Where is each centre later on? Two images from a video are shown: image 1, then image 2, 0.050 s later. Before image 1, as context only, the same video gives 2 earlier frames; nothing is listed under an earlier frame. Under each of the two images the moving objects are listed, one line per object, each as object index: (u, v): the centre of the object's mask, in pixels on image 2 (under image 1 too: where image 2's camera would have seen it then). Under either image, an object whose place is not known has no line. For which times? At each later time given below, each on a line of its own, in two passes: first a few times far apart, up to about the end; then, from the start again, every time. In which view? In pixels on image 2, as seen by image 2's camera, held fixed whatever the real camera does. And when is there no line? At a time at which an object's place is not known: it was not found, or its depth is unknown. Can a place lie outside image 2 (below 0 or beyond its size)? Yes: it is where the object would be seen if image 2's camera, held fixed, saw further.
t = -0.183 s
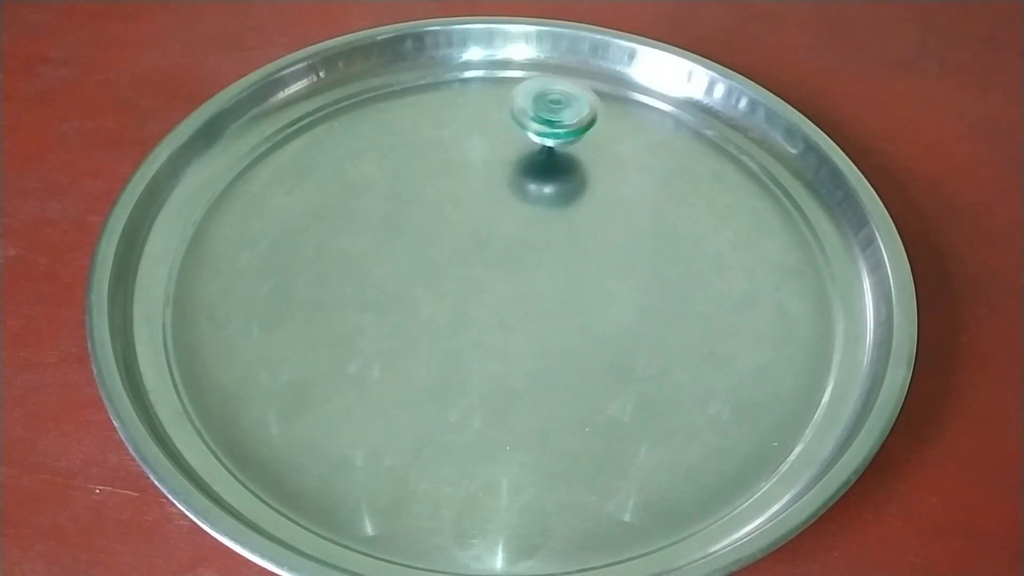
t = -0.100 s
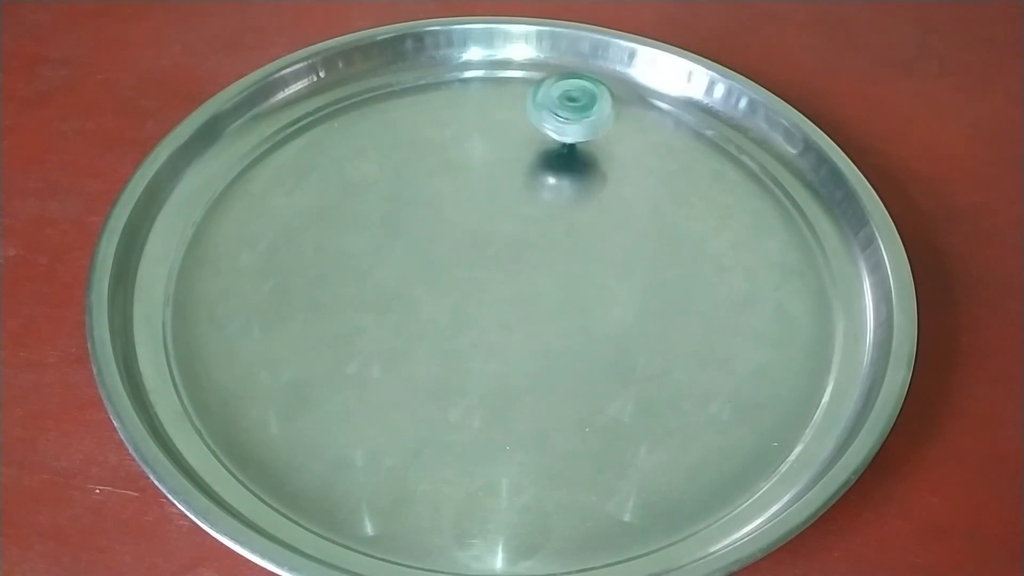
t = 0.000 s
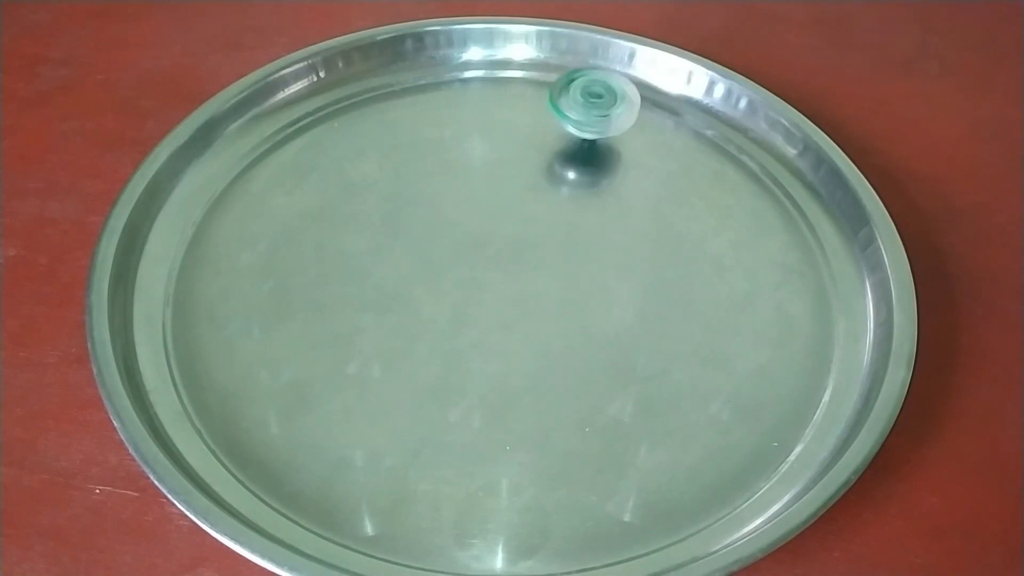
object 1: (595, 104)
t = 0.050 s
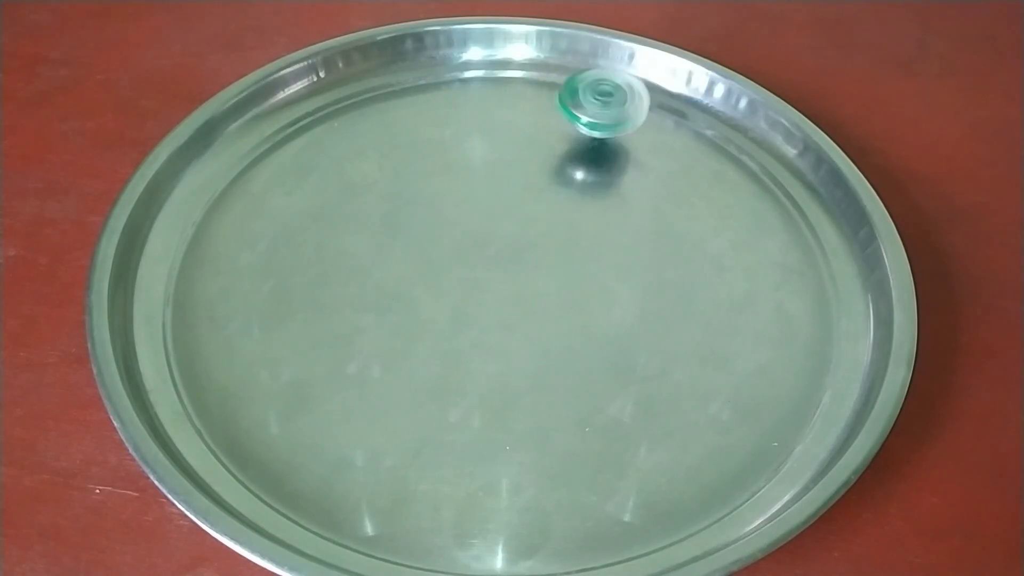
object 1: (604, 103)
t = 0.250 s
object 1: (637, 105)
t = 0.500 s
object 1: (671, 130)
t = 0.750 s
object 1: (683, 172)
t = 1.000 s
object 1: (693, 224)
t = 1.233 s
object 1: (694, 267)
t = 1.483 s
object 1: (696, 310)
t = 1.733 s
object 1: (704, 347)
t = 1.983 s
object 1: (723, 363)
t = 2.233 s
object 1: (727, 350)
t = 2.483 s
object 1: (712, 320)
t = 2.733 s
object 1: (702, 298)
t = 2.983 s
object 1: (722, 278)
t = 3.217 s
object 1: (752, 254)
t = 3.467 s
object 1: (781, 225)
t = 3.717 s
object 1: (784, 196)
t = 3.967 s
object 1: (753, 171)
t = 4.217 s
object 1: (703, 155)
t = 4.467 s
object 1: (660, 140)
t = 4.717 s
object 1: (627, 120)
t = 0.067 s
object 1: (605, 102)
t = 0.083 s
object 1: (609, 101)
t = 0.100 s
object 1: (613, 102)
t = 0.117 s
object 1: (615, 102)
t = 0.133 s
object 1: (617, 101)
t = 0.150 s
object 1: (621, 102)
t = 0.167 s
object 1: (624, 103)
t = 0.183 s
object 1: (625, 101)
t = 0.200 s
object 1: (629, 103)
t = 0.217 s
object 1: (633, 104)
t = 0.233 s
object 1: (633, 104)
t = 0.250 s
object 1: (637, 105)
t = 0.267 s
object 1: (641, 107)
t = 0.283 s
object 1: (643, 107)
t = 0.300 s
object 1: (644, 107)
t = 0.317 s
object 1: (649, 109)
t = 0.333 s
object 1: (651, 111)
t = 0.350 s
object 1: (652, 112)
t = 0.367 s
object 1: (655, 113)
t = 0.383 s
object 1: (659, 117)
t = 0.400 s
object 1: (658, 118)
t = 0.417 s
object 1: (661, 119)
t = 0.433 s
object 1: (665, 122)
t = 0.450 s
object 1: (665, 124)
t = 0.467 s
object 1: (666, 125)
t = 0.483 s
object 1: (669, 127)
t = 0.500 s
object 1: (671, 130)
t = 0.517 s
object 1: (671, 132)
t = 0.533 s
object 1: (674, 133)
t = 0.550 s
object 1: (676, 137)
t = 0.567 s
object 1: (675, 140)
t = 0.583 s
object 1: (675, 141)
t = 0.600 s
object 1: (679, 145)
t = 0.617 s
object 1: (679, 149)
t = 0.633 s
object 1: (677, 150)
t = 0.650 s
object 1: (680, 153)
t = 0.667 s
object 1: (682, 158)
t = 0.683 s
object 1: (679, 160)
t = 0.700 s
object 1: (681, 161)
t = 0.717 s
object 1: (684, 166)
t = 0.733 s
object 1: (683, 170)
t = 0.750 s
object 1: (683, 172)
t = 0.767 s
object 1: (686, 176)
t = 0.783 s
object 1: (687, 180)
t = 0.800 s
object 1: (685, 184)
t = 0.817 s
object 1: (689, 186)
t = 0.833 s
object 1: (689, 190)
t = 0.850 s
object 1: (686, 195)
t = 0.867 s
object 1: (690, 197)
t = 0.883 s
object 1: (691, 201)
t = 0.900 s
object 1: (691, 205)
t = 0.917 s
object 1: (691, 208)
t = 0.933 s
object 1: (693, 211)
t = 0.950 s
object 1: (693, 215)
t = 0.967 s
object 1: (691, 218)
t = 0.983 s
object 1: (693, 221)
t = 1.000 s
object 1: (693, 224)
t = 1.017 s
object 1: (693, 228)
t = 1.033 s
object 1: (693, 231)
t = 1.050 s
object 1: (695, 234)
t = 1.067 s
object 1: (694, 237)
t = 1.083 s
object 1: (693, 240)
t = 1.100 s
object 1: (695, 242)
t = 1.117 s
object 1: (694, 246)
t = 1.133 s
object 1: (694, 250)
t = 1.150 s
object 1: (695, 252)
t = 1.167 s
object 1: (696, 255)
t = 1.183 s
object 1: (695, 259)
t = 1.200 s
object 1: (693, 261)
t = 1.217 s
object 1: (695, 263)
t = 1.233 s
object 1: (694, 267)
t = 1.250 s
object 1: (693, 271)
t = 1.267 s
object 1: (694, 272)
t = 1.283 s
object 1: (696, 275)
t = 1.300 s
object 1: (695, 280)
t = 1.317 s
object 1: (694, 282)
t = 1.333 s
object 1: (695, 283)
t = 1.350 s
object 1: (695, 287)
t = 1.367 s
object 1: (694, 291)
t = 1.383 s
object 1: (695, 292)
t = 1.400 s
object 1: (696, 295)
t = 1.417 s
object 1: (696, 299)
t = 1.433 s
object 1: (694, 301)
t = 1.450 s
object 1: (696, 303)
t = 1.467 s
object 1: (695, 306)
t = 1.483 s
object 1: (696, 310)
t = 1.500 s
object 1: (696, 312)
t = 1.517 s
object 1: (698, 314)
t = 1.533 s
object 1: (697, 318)
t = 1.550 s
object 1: (695, 320)
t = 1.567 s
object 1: (698, 322)
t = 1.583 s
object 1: (698, 325)
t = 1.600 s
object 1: (699, 329)
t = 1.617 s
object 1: (699, 330)
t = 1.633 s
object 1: (701, 332)
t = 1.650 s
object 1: (700, 334)
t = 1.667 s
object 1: (699, 338)
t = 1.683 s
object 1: (702, 339)
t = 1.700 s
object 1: (703, 341)
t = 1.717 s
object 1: (704, 346)
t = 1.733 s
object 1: (704, 347)
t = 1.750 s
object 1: (706, 349)
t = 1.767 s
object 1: (707, 351)
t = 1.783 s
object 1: (707, 354)
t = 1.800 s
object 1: (709, 354)
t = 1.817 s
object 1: (711, 355)
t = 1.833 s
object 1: (713, 358)
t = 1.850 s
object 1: (712, 359)
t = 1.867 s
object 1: (714, 359)
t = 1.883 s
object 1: (716, 360)
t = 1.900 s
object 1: (718, 362)
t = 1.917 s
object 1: (719, 362)
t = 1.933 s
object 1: (720, 362)
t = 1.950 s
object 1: (720, 361)
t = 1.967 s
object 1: (721, 363)
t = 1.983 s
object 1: (723, 363)
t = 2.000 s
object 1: (724, 362)
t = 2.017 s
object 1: (724, 363)
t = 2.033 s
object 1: (724, 362)
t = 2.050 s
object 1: (727, 363)
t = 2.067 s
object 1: (726, 363)
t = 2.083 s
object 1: (726, 364)
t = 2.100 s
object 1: (726, 362)
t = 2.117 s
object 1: (727, 360)
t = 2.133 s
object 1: (727, 360)
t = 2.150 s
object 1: (726, 359)
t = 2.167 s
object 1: (727, 357)
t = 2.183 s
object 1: (728, 355)
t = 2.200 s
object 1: (728, 355)
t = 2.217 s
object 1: (726, 353)
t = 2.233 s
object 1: (727, 350)
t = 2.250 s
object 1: (725, 348)
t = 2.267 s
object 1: (726, 347)
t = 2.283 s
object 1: (724, 344)
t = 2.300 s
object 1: (724, 342)
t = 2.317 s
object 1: (722, 340)
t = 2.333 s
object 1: (722, 339)
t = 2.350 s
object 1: (721, 336)
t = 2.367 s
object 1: (721, 334)
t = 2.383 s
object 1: (720, 333)
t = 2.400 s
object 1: (716, 330)
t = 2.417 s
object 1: (716, 328)
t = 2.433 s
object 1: (715, 326)
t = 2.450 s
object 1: (715, 325)
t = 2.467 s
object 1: (712, 323)
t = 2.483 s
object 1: (712, 320)
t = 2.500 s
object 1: (710, 319)
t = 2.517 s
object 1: (710, 318)
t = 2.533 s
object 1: (708, 315)
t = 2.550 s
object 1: (708, 314)
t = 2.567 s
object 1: (706, 312)
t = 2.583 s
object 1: (703, 311)
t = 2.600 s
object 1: (705, 309)
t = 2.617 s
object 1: (705, 308)
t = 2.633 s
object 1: (704, 307)
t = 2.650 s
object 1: (702, 305)
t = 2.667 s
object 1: (703, 303)
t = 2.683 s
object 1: (702, 303)
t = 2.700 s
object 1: (702, 302)
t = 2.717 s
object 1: (702, 300)
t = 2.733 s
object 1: (702, 298)
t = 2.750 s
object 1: (702, 297)
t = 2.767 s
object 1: (702, 297)
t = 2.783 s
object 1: (704, 294)
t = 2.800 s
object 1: (705, 293)
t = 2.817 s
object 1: (705, 292)
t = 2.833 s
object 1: (706, 291)
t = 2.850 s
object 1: (708, 289)
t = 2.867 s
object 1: (710, 288)
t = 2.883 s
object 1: (711, 287)
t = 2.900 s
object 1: (711, 285)
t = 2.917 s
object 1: (715, 284)
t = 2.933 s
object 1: (716, 282)
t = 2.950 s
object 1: (718, 282)
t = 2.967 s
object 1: (720, 280)
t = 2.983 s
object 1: (722, 278)
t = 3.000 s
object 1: (724, 277)
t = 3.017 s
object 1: (727, 276)
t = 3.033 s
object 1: (728, 274)
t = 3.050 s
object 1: (731, 272)
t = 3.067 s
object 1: (733, 270)
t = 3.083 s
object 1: (736, 269)
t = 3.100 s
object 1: (737, 267)
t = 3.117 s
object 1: (740, 265)
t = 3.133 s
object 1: (744, 264)
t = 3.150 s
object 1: (744, 262)
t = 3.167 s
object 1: (746, 260)
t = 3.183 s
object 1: (749, 257)
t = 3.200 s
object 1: (752, 257)
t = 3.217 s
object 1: (752, 254)
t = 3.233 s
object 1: (755, 253)
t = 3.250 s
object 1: (759, 249)
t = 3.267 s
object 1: (762, 249)
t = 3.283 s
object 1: (761, 247)
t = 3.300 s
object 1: (763, 245)
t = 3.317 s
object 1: (767, 242)
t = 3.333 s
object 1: (770, 241)
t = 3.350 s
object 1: (769, 239)
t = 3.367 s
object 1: (771, 236)
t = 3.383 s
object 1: (774, 234)
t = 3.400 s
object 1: (776, 233)
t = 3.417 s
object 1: (775, 232)
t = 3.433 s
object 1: (777, 228)
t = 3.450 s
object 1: (781, 226)
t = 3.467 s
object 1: (781, 225)
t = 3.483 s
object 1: (780, 224)
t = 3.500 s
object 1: (782, 219)
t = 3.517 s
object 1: (784, 218)
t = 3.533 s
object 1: (785, 217)
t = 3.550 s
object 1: (783, 215)
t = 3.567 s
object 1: (783, 211)
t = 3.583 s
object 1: (787, 210)
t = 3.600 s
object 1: (786, 209)
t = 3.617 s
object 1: (784, 207)
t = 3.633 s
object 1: (784, 203)
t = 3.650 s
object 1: (786, 203)
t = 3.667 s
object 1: (785, 202)
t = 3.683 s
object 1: (782, 200)
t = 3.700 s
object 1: (781, 196)
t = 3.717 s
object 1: (784, 196)
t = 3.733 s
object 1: (782, 194)
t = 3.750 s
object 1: (779, 192)
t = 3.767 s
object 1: (778, 189)
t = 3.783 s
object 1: (780, 189)
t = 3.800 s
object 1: (777, 188)
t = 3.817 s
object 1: (774, 186)
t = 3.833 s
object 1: (772, 183)
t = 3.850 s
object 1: (773, 183)
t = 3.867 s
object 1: (770, 181)
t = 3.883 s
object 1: (765, 179)
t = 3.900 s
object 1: (763, 177)
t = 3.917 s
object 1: (764, 176)
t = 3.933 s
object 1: (760, 175)
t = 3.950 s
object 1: (754, 173)
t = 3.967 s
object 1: (753, 171)
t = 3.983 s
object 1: (753, 171)
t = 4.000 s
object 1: (749, 170)
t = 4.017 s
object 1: (742, 168)
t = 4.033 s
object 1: (741, 165)
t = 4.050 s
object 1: (740, 166)
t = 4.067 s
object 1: (737, 165)
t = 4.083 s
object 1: (730, 163)
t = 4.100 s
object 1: (728, 161)
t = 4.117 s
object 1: (727, 161)
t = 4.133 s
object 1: (723, 160)
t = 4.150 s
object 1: (716, 159)
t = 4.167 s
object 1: (715, 157)
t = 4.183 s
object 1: (713, 156)
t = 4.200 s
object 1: (709, 156)
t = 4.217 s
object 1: (703, 155)
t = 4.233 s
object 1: (701, 152)
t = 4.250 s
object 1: (699, 152)
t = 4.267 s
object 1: (696, 152)
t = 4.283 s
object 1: (691, 151)
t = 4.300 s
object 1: (688, 148)
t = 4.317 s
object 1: (686, 148)
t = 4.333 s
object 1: (684, 147)
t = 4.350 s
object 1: (678, 147)
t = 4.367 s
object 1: (674, 144)
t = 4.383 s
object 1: (674, 144)
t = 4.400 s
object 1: (671, 144)
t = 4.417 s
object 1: (667, 143)
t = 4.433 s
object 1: (663, 140)
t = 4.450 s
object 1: (662, 139)
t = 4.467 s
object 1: (660, 140)
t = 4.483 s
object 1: (657, 139)
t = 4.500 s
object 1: (652, 136)
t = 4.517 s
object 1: (652, 135)
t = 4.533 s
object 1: (650, 135)
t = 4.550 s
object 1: (648, 134)
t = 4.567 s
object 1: (643, 132)
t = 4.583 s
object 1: (643, 130)
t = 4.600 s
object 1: (641, 130)
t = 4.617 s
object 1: (639, 129)
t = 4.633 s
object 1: (635, 127)
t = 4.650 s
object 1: (635, 125)
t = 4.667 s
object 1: (633, 125)
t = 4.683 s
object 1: (631, 124)
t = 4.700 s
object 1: (627, 122)
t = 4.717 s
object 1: (627, 120)
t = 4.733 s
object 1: (624, 119)
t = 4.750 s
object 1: (621, 117)
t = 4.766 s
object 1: (620, 115)
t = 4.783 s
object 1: (620, 115)
